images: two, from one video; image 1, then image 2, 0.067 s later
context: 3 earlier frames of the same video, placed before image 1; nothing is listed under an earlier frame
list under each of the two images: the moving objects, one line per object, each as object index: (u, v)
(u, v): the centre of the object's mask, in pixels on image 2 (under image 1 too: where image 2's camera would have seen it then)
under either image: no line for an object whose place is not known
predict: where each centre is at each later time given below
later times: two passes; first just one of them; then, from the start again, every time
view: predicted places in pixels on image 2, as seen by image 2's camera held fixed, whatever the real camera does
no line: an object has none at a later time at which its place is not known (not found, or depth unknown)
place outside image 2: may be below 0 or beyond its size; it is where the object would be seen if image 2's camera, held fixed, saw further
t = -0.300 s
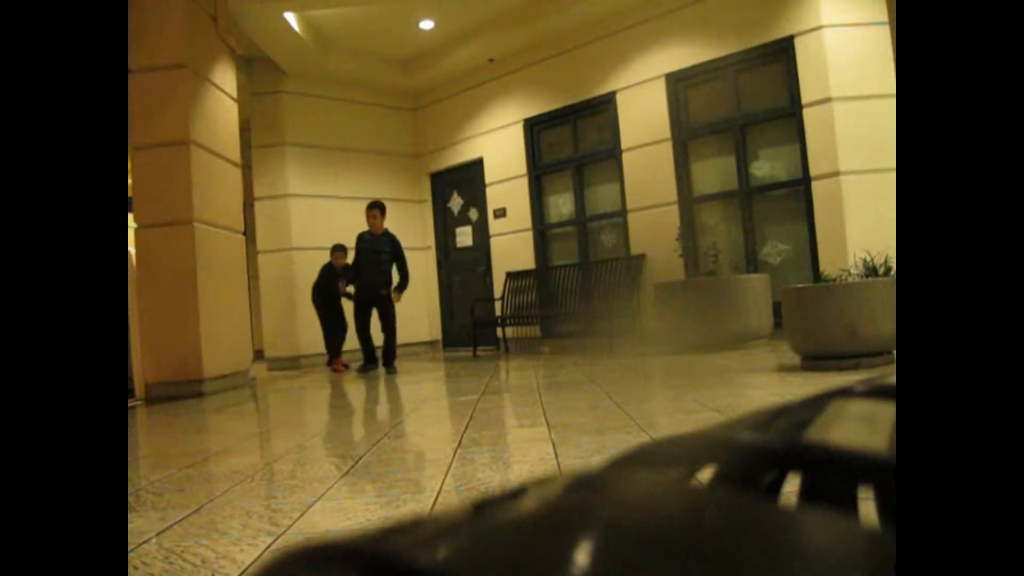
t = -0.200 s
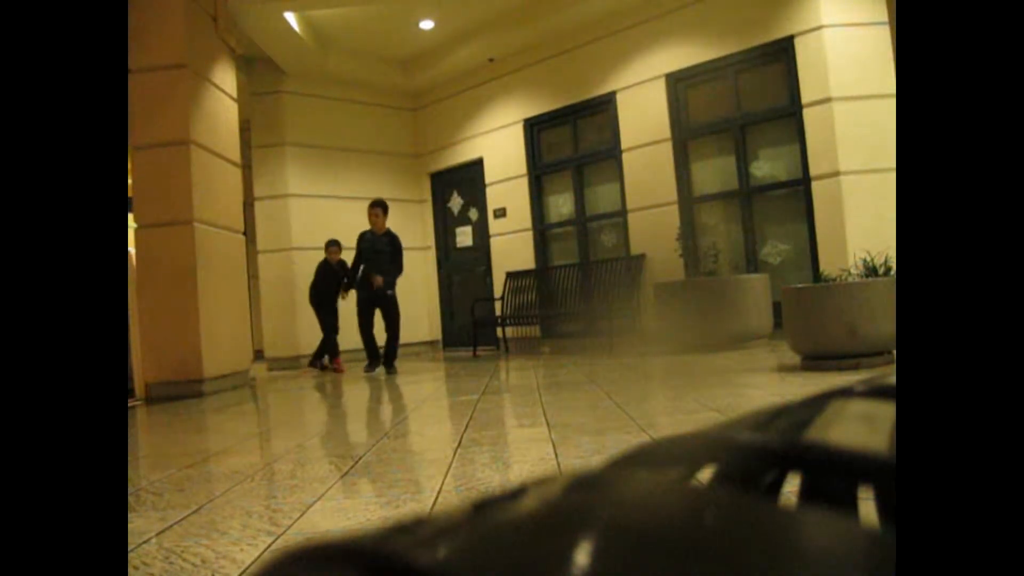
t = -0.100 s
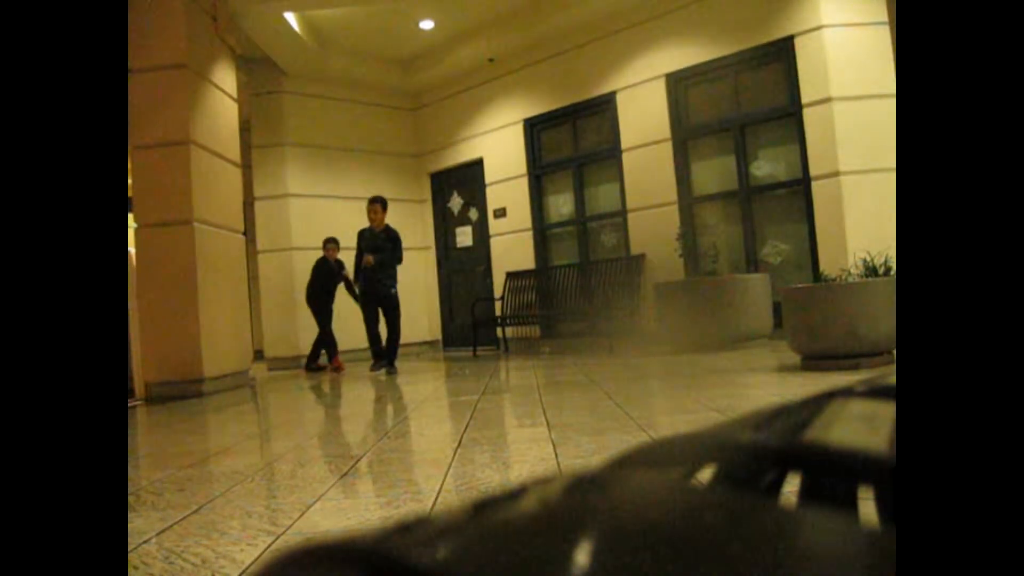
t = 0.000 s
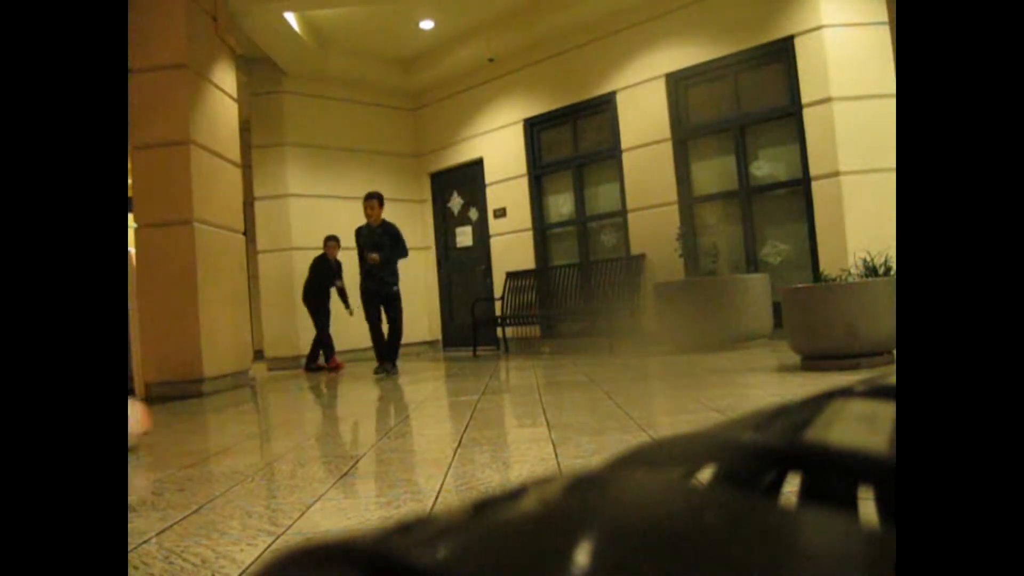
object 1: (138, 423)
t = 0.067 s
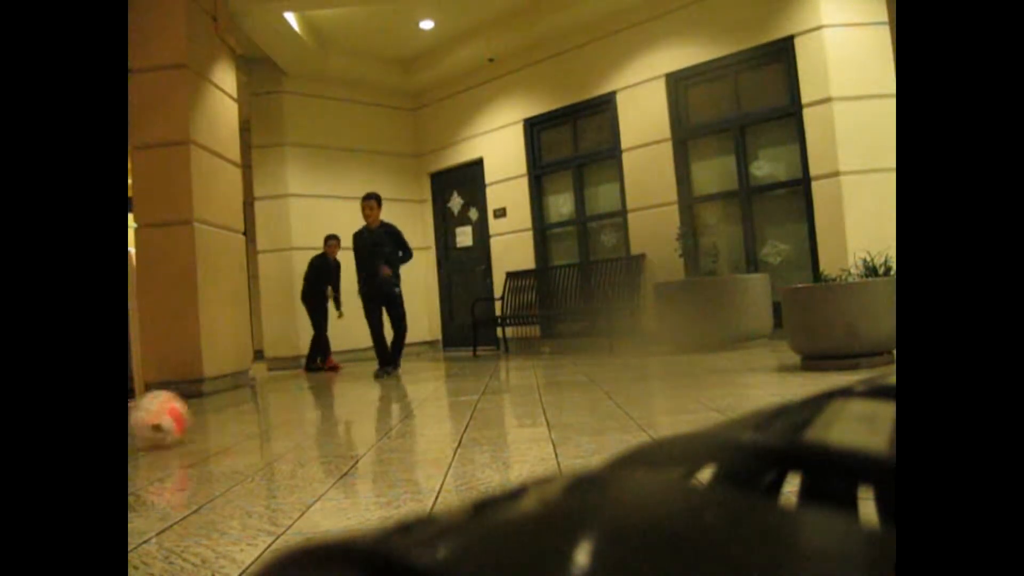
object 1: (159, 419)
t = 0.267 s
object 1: (266, 416)
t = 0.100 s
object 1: (178, 420)
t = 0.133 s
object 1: (198, 420)
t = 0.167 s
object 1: (216, 418)
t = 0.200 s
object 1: (235, 418)
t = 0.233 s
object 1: (250, 418)
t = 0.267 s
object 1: (266, 416)
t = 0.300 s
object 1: (281, 415)
